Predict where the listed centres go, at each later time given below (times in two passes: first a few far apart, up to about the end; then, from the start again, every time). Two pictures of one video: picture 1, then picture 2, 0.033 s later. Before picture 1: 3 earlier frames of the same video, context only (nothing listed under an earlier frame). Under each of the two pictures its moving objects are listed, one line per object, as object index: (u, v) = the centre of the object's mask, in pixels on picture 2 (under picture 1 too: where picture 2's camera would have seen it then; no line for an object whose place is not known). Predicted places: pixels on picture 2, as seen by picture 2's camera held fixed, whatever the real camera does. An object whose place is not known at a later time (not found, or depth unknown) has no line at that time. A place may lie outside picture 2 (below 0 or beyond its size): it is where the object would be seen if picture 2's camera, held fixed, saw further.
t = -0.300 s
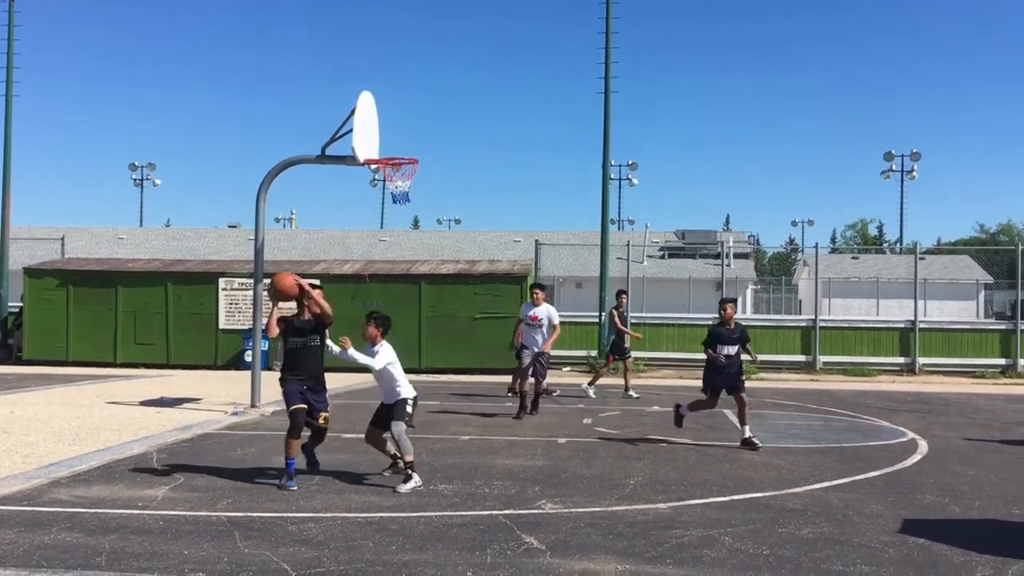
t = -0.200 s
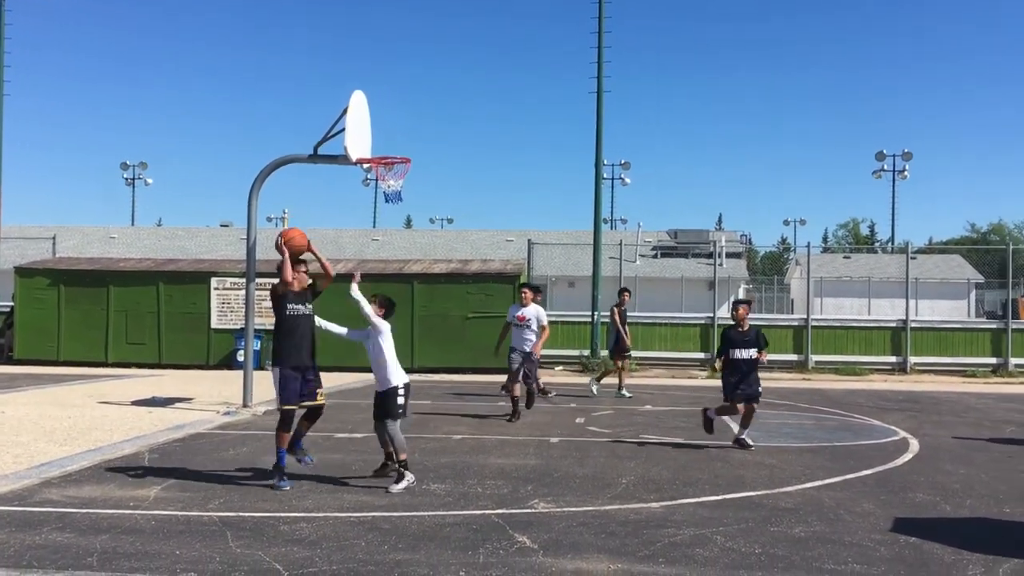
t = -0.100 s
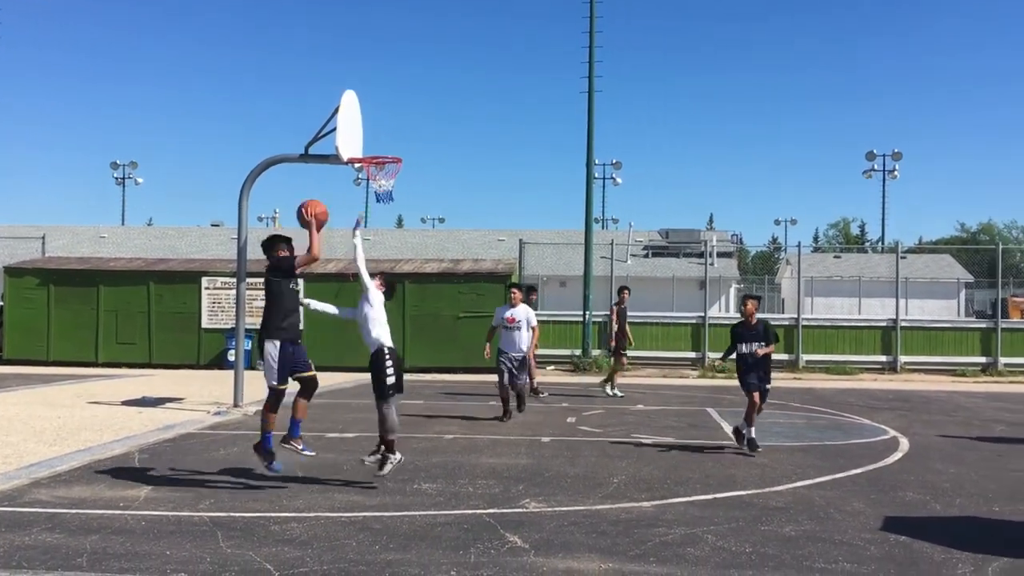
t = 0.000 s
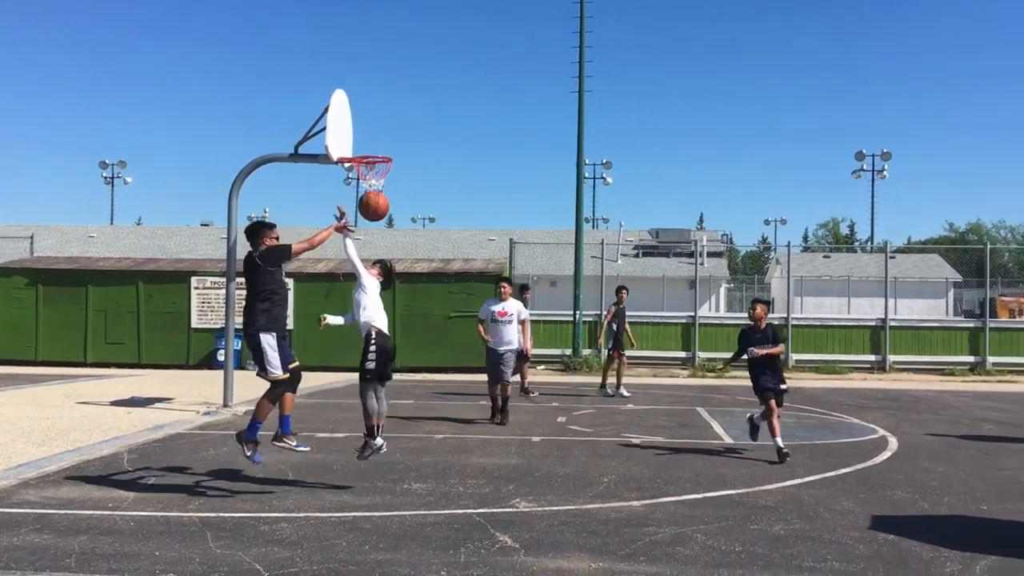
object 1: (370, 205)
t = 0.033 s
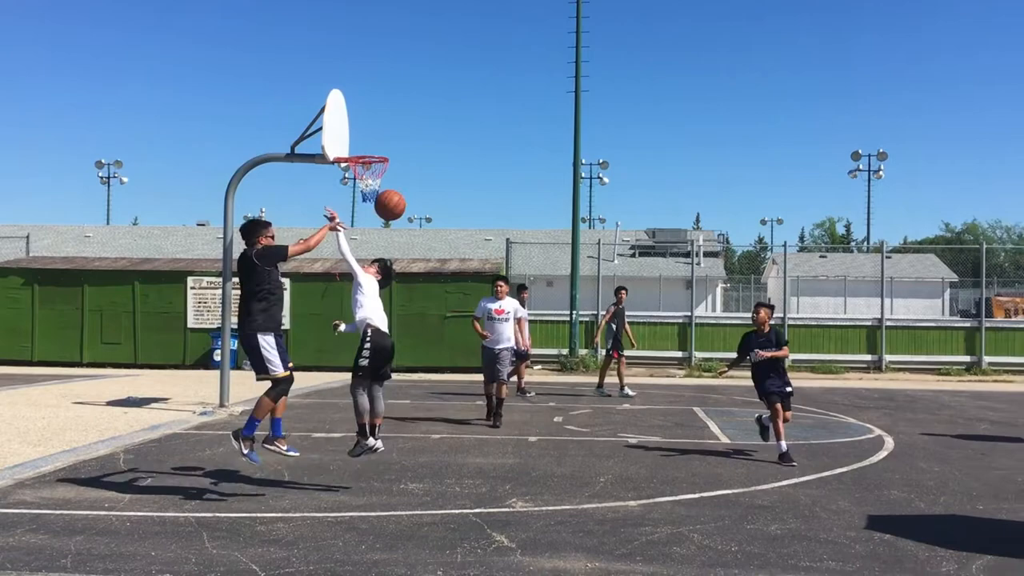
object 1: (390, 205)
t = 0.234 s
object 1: (504, 230)
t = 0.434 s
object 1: (618, 309)
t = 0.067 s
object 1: (409, 205)
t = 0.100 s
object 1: (429, 207)
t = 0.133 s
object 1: (448, 211)
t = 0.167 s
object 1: (467, 216)
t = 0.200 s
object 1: (486, 222)
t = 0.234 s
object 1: (504, 230)
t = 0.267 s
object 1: (524, 240)
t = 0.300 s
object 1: (543, 251)
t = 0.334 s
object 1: (561, 263)
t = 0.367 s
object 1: (581, 277)
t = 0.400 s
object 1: (599, 292)
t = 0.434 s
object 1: (618, 309)
